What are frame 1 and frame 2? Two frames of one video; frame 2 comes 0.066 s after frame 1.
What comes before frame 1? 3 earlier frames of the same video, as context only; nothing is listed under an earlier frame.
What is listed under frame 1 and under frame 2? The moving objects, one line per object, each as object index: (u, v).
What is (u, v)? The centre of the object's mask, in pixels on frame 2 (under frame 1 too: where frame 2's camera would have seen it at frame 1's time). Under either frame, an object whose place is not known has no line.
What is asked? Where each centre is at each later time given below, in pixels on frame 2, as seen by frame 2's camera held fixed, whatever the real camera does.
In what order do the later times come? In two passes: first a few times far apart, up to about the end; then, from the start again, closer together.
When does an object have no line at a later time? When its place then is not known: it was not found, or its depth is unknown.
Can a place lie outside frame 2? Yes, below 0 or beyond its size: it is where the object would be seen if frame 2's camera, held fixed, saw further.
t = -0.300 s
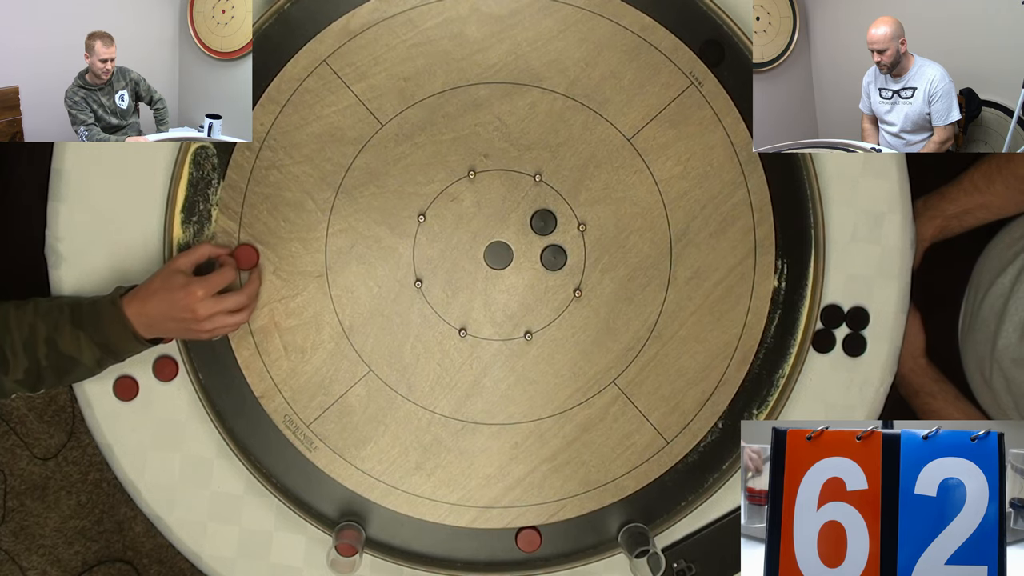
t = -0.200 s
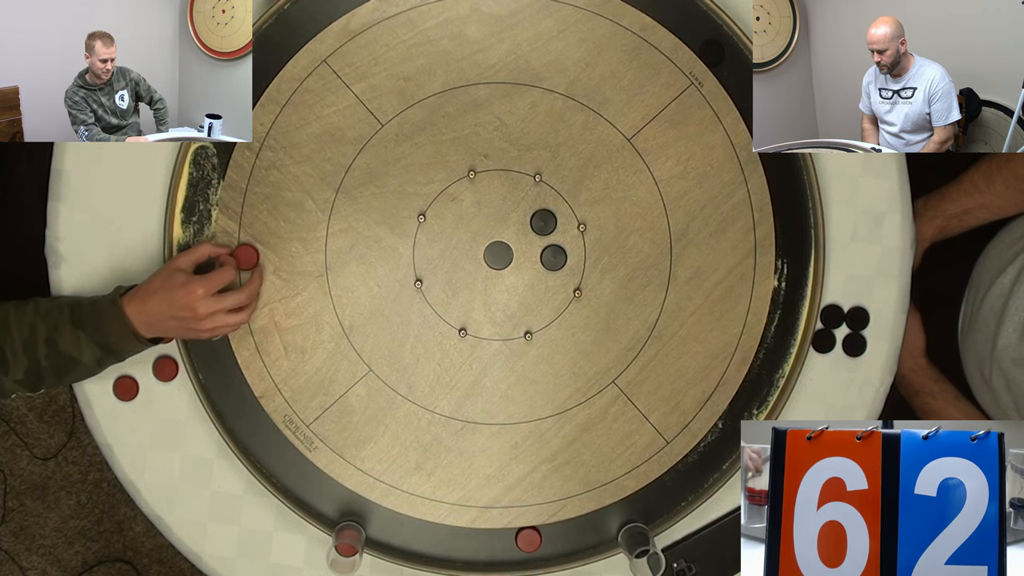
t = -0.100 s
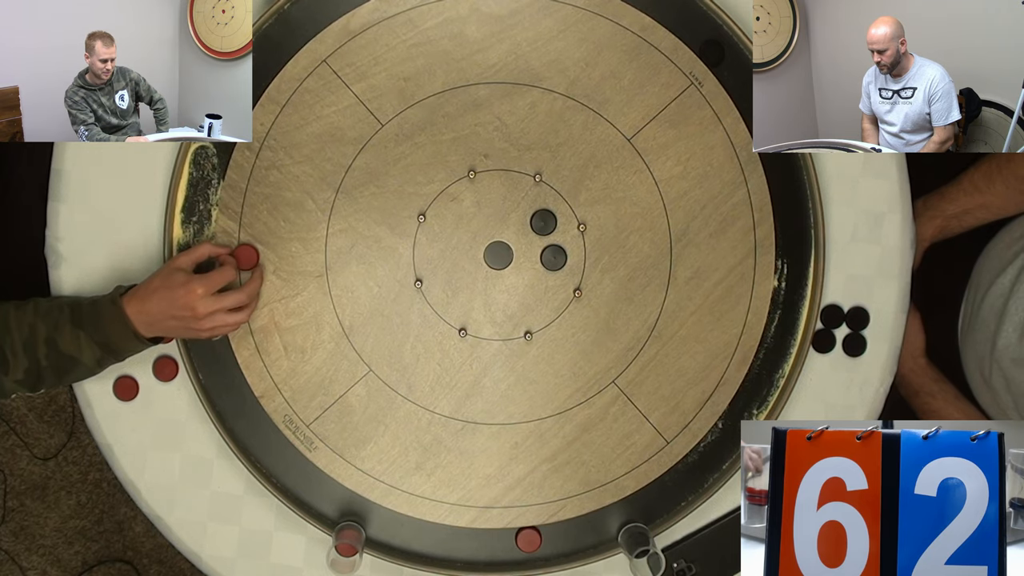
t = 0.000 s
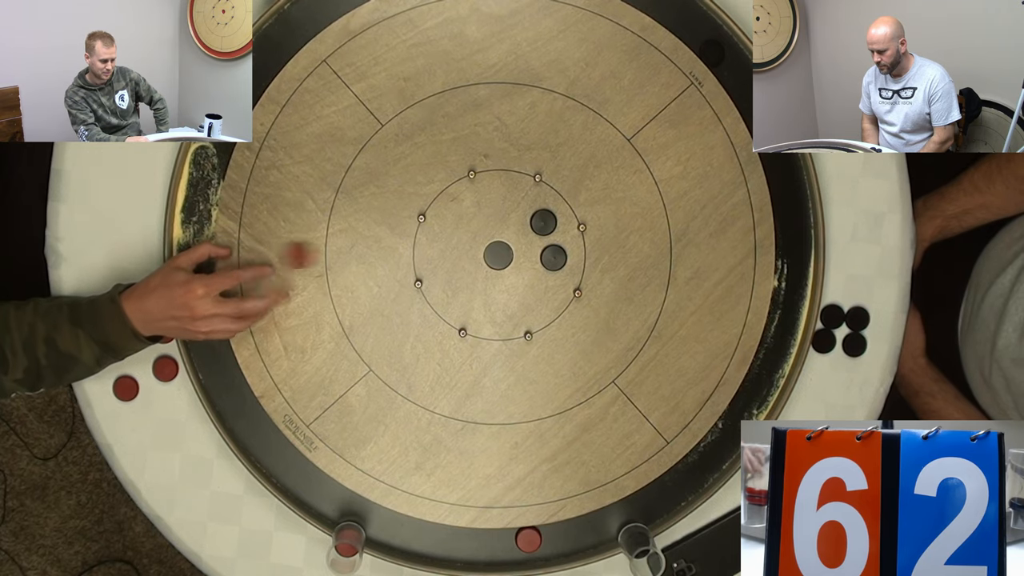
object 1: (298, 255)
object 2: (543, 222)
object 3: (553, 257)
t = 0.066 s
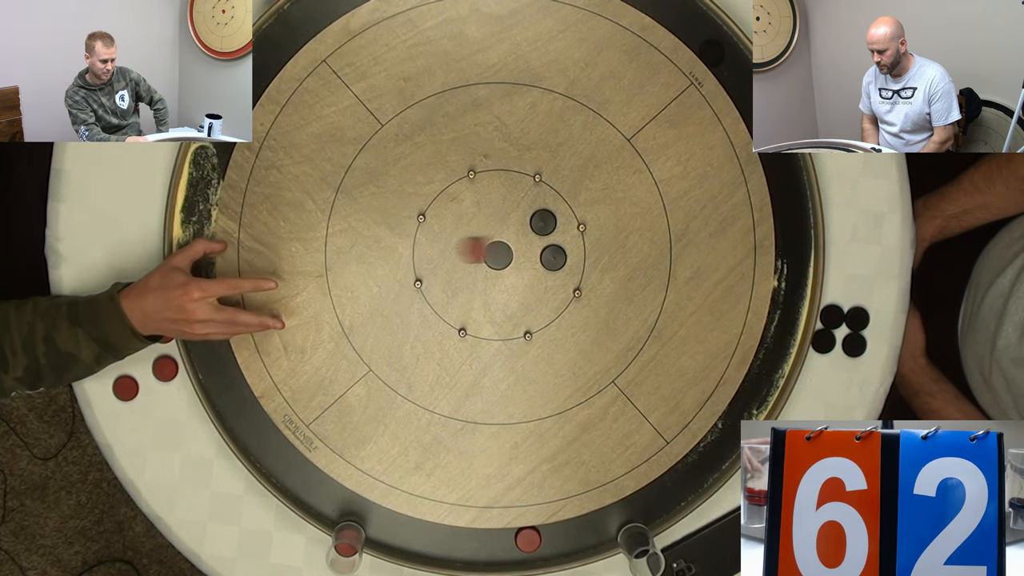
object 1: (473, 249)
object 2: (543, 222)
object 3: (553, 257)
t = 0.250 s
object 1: (555, 246)
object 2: (590, 143)
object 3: (786, 317)
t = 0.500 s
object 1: (572, 244)
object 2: (638, 63)
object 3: (783, 317)
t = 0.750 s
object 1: (572, 244)
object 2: (653, 37)
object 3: (791, 319)
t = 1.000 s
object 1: (572, 244)
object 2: (653, 37)
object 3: (792, 318)
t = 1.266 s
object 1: (572, 244)
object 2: (653, 37)
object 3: (792, 318)
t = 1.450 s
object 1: (572, 244)
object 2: (653, 37)
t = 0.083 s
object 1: (522, 248)
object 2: (543, 222)
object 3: (553, 257)
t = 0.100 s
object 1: (532, 246)
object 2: (546, 217)
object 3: (577, 264)
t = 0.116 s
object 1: (535, 246)
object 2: (551, 207)
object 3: (609, 272)
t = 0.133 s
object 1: (538, 246)
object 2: (557, 199)
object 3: (639, 280)
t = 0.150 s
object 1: (540, 246)
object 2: (562, 190)
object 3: (669, 288)
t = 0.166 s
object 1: (543, 246)
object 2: (567, 181)
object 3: (699, 296)
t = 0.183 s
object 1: (546, 246)
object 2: (572, 173)
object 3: (728, 304)
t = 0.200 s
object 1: (548, 246)
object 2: (577, 165)
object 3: (756, 312)
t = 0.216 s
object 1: (551, 246)
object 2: (582, 158)
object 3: (786, 316)
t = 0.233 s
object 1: (553, 246)
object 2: (586, 150)
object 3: (788, 317)
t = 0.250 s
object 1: (555, 246)
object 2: (590, 143)
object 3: (786, 317)
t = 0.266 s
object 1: (557, 246)
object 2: (595, 136)
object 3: (792, 318)
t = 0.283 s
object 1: (559, 246)
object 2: (599, 129)
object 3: (789, 318)
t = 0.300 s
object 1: (561, 246)
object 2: (603, 123)
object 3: (785, 317)
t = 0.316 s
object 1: (563, 246)
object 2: (606, 116)
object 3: (783, 316)
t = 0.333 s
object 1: (564, 245)
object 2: (610, 110)
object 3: (784, 317)
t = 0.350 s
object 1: (565, 245)
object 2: (613, 104)
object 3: (786, 317)
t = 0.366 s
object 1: (567, 245)
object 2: (617, 99)
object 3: (790, 316)
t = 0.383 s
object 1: (568, 245)
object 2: (620, 93)
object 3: (793, 316)
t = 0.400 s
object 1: (569, 244)
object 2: (623, 88)
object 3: (791, 315)
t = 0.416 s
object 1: (570, 244)
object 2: (626, 84)
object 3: (790, 316)
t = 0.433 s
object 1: (570, 244)
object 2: (629, 79)
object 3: (787, 317)
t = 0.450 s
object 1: (571, 244)
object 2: (631, 74)
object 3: (785, 318)
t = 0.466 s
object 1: (571, 244)
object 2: (634, 70)
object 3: (784, 317)
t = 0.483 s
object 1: (572, 244)
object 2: (636, 66)
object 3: (783, 317)
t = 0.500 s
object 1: (572, 244)
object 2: (638, 63)
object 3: (783, 317)
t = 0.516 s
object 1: (572, 244)
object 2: (640, 59)
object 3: (783, 317)
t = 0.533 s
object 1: (572, 244)
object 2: (642, 56)
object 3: (784, 317)
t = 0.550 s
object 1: (572, 244)
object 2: (644, 53)
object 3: (784, 318)
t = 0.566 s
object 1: (572, 244)
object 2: (645, 51)
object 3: (784, 318)
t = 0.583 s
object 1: (572, 244)
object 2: (647, 48)
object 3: (785, 318)
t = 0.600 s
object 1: (572, 244)
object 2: (648, 46)
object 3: (786, 318)
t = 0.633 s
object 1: (572, 244)
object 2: (650, 42)
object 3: (788, 318)
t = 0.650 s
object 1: (572, 244)
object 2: (651, 41)
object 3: (789, 319)
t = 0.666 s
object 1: (572, 244)
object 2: (652, 39)
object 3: (790, 318)
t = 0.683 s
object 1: (572, 244)
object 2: (652, 38)
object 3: (791, 318)
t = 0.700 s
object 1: (572, 244)
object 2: (653, 38)
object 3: (791, 318)
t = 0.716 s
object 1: (572, 244)
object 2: (653, 37)
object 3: (791, 318)
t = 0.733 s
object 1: (572, 244)
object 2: (653, 37)
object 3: (792, 319)
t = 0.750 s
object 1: (572, 244)
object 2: (653, 37)
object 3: (791, 319)
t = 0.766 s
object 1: (572, 244)
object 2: (653, 37)
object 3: (791, 318)
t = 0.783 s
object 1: (572, 244)
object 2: (653, 37)
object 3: (792, 318)
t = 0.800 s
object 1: (572, 244)
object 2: (653, 37)
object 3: (792, 318)
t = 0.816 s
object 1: (572, 244)
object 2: (653, 37)
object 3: (792, 319)
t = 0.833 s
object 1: (572, 244)
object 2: (653, 37)
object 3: (792, 318)
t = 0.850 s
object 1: (572, 244)
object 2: (653, 37)
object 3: (792, 319)
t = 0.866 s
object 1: (572, 244)
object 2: (653, 37)
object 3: (792, 318)
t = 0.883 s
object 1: (572, 244)
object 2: (653, 37)
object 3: (792, 318)
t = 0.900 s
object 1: (572, 244)
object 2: (653, 37)
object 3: (792, 319)
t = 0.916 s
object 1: (572, 244)
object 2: (653, 37)
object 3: (792, 318)
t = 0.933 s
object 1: (572, 244)
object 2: (653, 37)
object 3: (792, 318)
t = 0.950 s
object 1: (572, 244)
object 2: (653, 37)
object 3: (792, 318)
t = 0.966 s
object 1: (572, 244)
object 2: (653, 37)
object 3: (792, 318)
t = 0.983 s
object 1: (572, 244)
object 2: (653, 37)
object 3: (792, 318)
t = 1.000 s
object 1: (572, 244)
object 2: (653, 37)
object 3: (792, 318)
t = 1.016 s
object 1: (572, 244)
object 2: (653, 37)
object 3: (792, 318)
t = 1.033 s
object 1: (572, 244)
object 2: (653, 37)
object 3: (792, 318)
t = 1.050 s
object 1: (572, 244)
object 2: (653, 37)
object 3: (792, 319)
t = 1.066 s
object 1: (572, 244)
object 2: (653, 37)
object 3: (792, 318)
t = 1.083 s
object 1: (572, 244)
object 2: (653, 37)
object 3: (792, 319)
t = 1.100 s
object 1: (572, 244)
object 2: (653, 37)
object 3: (792, 318)
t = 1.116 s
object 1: (572, 244)
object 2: (653, 37)
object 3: (792, 318)
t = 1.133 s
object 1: (572, 244)
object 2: (653, 37)
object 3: (792, 318)
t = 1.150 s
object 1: (572, 244)
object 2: (653, 37)
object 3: (792, 318)
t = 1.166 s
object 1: (572, 244)
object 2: (653, 37)
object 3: (792, 319)
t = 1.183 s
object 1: (572, 244)
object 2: (653, 37)
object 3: (792, 318)
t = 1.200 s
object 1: (572, 244)
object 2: (653, 37)
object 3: (792, 318)
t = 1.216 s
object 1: (572, 244)
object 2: (653, 37)
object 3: (792, 318)
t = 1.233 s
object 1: (572, 244)
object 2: (653, 37)
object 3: (792, 319)
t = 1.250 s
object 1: (572, 244)
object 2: (653, 37)
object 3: (792, 318)
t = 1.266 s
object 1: (572, 244)
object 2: (653, 37)
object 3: (792, 318)
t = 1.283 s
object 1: (572, 244)
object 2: (653, 37)
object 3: (792, 319)
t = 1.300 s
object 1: (572, 244)
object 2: (653, 37)
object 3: (792, 318)
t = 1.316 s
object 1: (572, 244)
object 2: (653, 37)
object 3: (792, 319)
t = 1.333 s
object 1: (572, 244)
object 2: (653, 37)
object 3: (792, 318)
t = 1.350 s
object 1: (572, 244)
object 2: (653, 37)
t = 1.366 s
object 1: (572, 244)
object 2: (653, 37)
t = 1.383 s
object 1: (572, 244)
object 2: (653, 37)
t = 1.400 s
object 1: (572, 244)
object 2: (653, 37)
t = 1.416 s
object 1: (572, 244)
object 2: (653, 37)
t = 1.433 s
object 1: (572, 244)
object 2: (653, 37)
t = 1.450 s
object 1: (572, 244)
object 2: (653, 37)
